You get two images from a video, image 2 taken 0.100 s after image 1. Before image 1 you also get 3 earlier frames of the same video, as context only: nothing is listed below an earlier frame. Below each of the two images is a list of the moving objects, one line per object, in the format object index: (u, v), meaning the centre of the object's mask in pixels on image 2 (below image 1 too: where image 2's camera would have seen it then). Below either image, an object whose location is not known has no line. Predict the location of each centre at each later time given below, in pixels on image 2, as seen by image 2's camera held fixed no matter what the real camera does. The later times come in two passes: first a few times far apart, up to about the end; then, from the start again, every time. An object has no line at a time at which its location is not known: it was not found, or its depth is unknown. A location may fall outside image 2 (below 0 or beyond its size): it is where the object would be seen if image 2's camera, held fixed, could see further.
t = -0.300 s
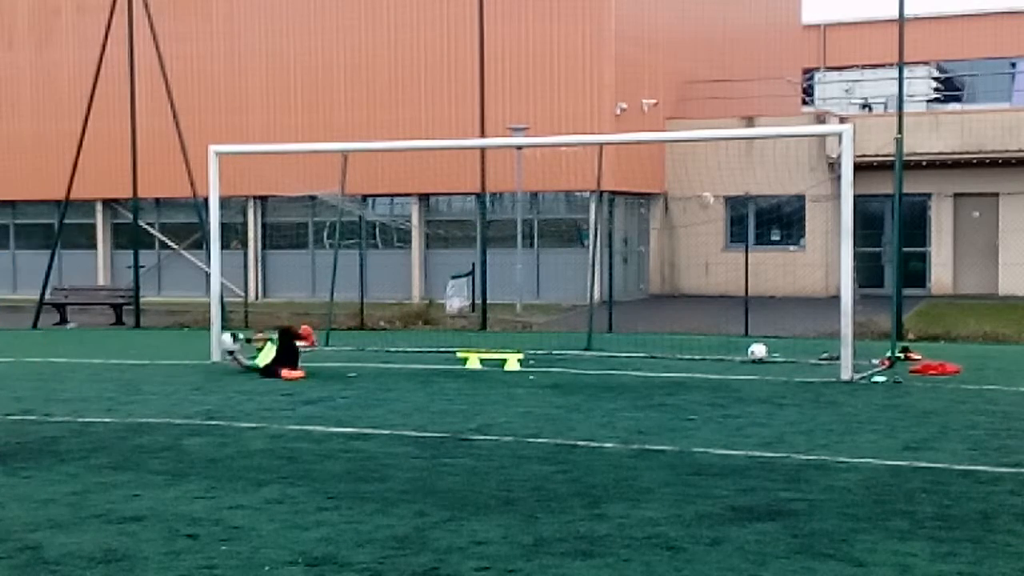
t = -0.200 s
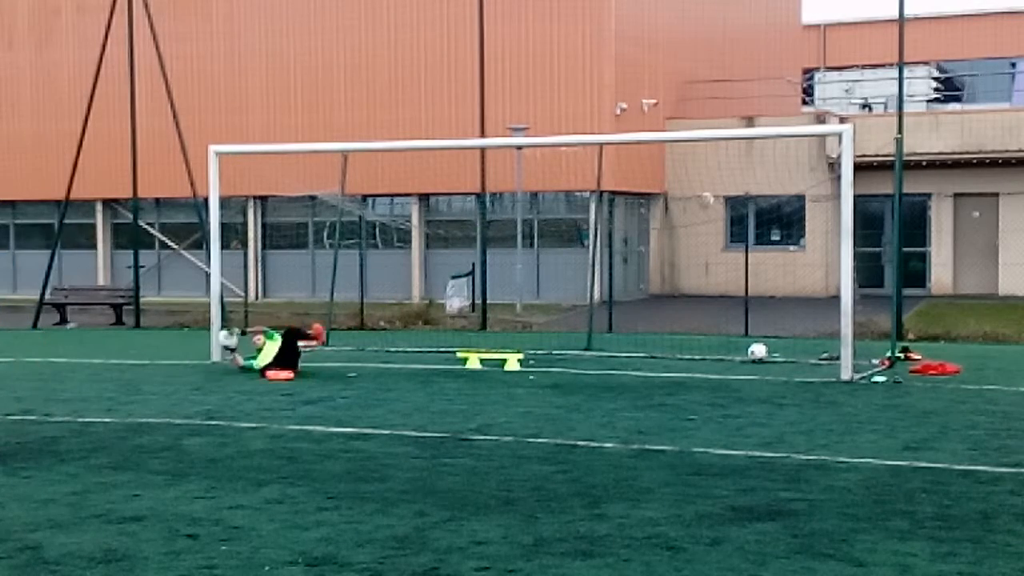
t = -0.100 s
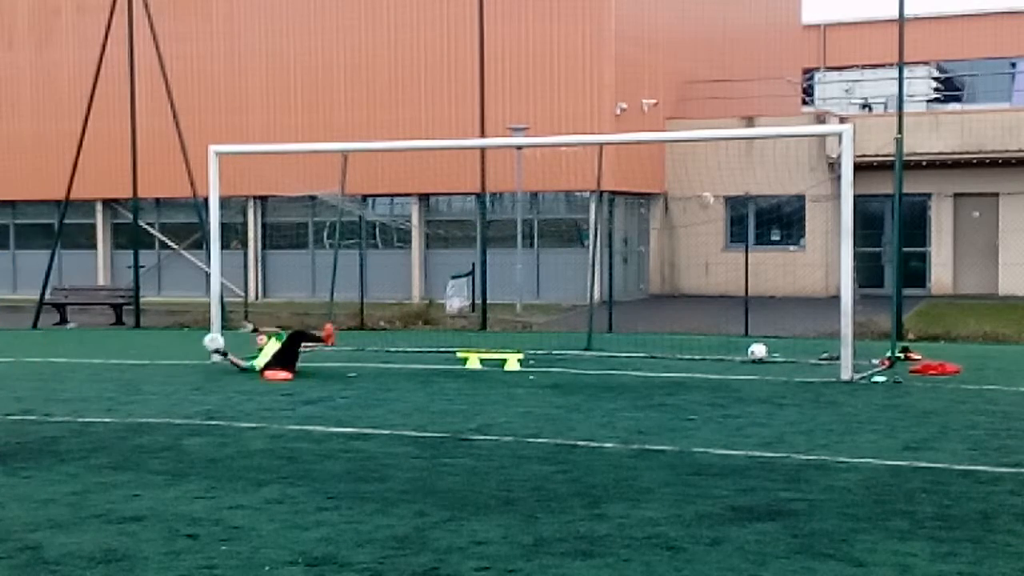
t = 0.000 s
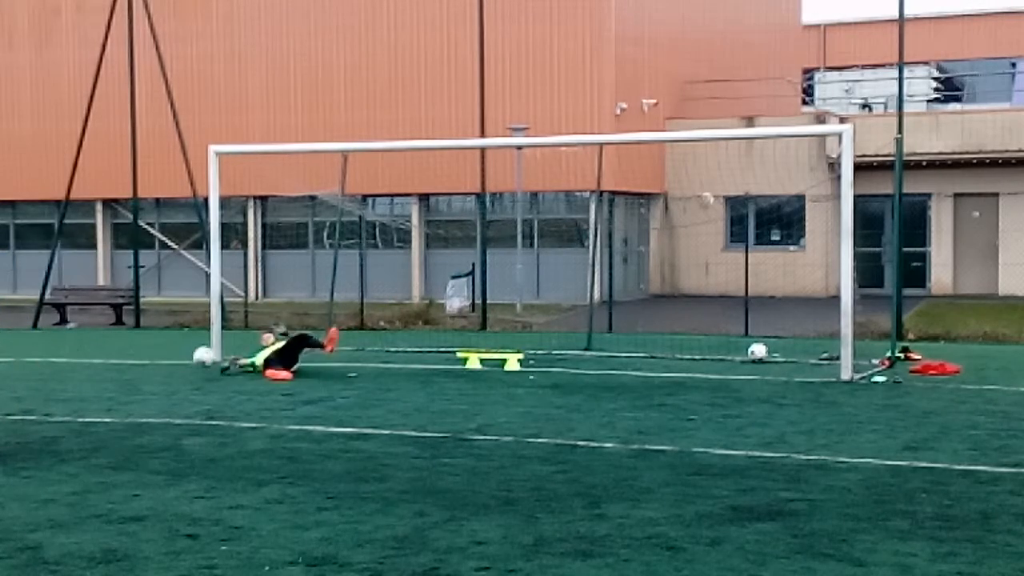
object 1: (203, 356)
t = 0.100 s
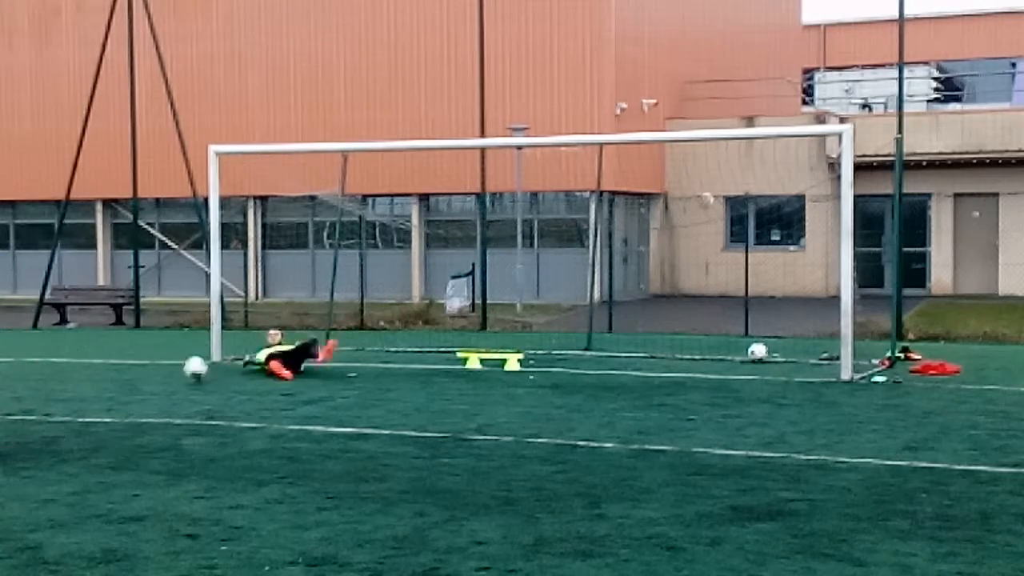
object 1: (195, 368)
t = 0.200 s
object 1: (186, 361)
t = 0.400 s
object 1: (166, 380)
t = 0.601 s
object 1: (147, 375)
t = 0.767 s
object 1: (131, 392)
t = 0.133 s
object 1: (192, 365)
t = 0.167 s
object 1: (189, 361)
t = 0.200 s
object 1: (186, 361)
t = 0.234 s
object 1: (183, 361)
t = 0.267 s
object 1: (180, 363)
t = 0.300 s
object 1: (176, 365)
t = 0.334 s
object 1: (173, 369)
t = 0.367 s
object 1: (169, 373)
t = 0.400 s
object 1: (166, 380)
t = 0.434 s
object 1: (162, 388)
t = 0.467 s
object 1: (159, 385)
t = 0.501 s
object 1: (156, 380)
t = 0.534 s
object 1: (153, 377)
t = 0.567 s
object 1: (150, 376)
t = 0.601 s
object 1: (147, 375)
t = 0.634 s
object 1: (143, 376)
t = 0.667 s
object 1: (141, 379)
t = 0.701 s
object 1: (138, 382)
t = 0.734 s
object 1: (134, 387)
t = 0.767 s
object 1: (131, 392)
